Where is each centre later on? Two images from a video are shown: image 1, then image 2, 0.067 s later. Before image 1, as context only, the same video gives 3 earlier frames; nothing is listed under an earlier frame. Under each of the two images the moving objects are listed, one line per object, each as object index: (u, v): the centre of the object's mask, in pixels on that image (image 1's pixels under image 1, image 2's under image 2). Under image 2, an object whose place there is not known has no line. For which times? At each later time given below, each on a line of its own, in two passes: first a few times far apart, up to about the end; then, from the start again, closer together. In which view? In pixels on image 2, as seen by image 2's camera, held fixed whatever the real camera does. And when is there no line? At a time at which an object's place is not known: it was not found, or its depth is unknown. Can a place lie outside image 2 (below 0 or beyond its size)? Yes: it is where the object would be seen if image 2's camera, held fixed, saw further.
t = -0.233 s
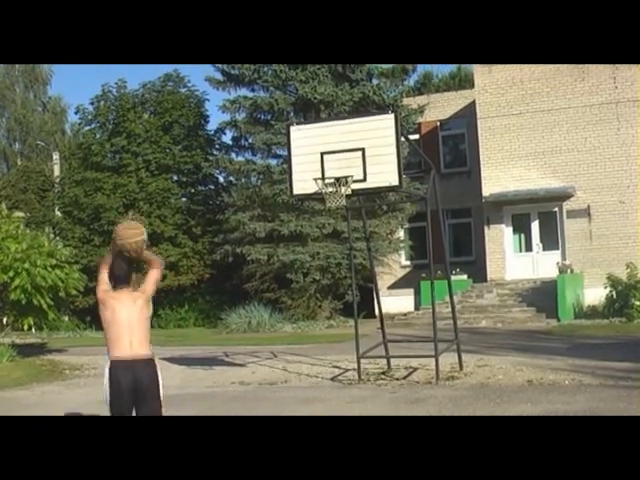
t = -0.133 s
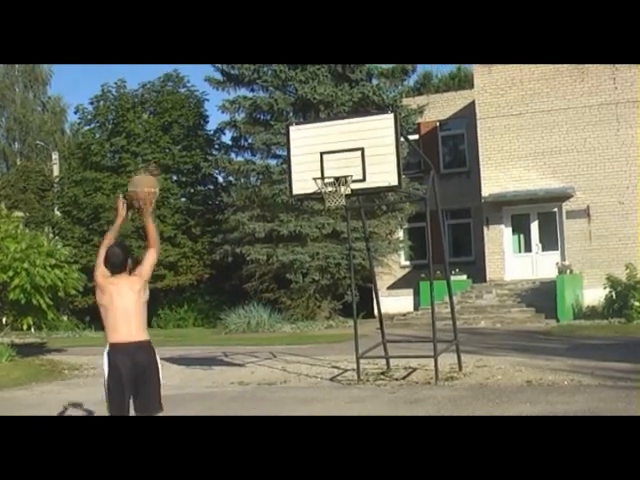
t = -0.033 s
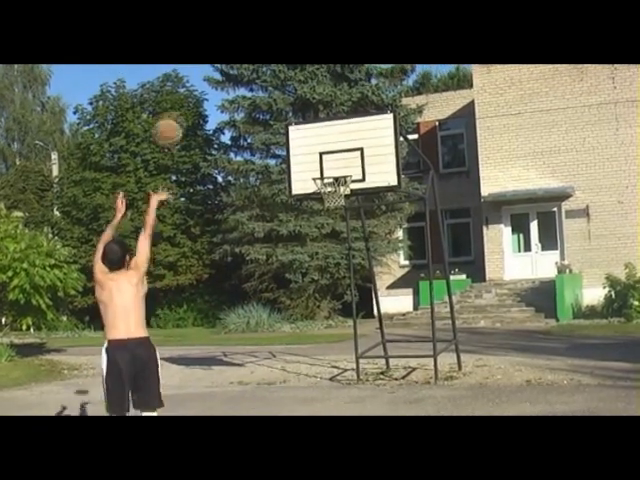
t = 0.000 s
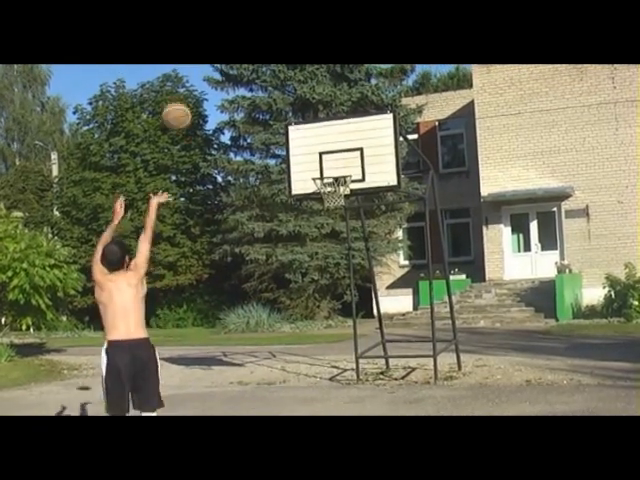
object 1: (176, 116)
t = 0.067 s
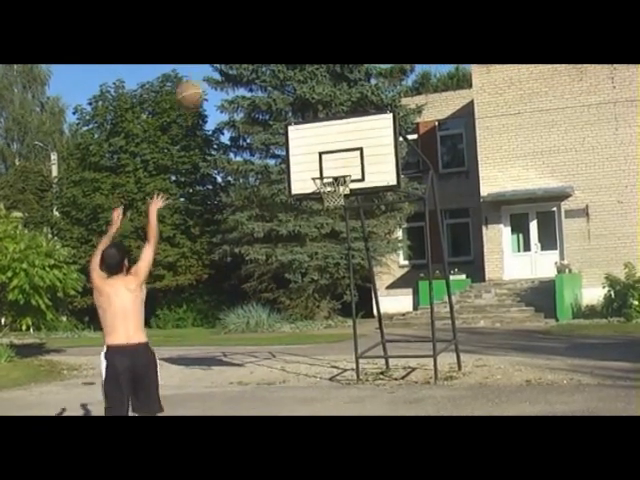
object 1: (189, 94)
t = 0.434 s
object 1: (262, 71)
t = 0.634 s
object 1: (292, 103)
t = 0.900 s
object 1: (329, 174)
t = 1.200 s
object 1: (332, 190)
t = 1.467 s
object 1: (327, 196)
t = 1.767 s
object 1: (340, 214)
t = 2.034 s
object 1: (356, 286)
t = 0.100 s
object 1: (198, 84)
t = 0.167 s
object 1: (211, 73)
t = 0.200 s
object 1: (218, 71)
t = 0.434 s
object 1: (262, 71)
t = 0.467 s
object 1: (265, 72)
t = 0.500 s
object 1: (271, 75)
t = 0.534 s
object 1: (277, 81)
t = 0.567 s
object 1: (282, 89)
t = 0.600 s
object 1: (286, 96)
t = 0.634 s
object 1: (292, 103)
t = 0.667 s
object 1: (296, 112)
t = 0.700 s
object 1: (300, 121)
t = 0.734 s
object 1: (306, 134)
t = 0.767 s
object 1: (309, 141)
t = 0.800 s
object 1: (314, 154)
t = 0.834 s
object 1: (318, 168)
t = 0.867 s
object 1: (323, 171)
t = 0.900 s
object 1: (329, 174)
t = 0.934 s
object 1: (333, 178)
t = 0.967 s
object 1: (333, 178)
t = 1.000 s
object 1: (336, 183)
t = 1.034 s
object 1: (335, 187)
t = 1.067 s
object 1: (334, 193)
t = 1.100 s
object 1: (335, 193)
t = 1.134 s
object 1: (333, 195)
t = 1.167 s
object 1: (334, 192)
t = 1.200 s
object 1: (332, 190)
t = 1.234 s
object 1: (332, 190)
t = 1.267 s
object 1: (331, 186)
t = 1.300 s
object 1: (328, 186)
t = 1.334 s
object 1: (329, 188)
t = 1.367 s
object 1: (326, 189)
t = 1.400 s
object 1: (326, 196)
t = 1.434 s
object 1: (324, 195)
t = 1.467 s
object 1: (327, 196)
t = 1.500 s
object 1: (325, 193)
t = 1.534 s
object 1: (329, 196)
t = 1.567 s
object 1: (334, 203)
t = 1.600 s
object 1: (336, 204)
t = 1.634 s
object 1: (337, 205)
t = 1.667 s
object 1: (337, 206)
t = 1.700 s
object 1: (338, 209)
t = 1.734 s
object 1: (339, 212)
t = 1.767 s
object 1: (340, 214)
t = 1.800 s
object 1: (342, 222)
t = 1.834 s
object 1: (344, 227)
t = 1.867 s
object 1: (345, 233)
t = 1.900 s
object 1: (347, 241)
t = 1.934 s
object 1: (350, 252)
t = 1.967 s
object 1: (351, 260)
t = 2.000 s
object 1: (353, 272)
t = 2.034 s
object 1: (356, 286)
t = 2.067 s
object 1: (358, 294)
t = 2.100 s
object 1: (360, 309)
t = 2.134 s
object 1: (365, 324)
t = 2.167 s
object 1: (366, 337)
